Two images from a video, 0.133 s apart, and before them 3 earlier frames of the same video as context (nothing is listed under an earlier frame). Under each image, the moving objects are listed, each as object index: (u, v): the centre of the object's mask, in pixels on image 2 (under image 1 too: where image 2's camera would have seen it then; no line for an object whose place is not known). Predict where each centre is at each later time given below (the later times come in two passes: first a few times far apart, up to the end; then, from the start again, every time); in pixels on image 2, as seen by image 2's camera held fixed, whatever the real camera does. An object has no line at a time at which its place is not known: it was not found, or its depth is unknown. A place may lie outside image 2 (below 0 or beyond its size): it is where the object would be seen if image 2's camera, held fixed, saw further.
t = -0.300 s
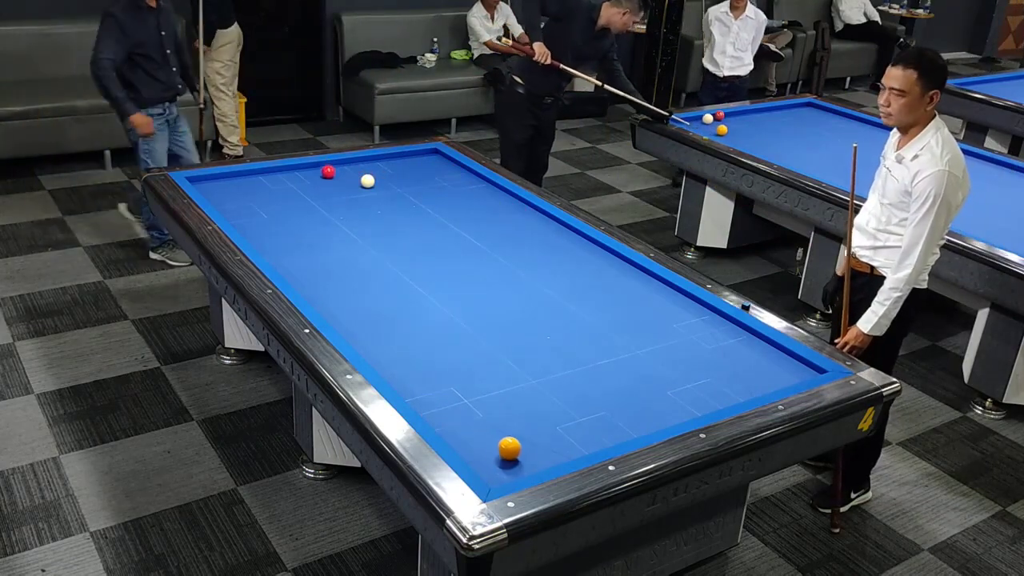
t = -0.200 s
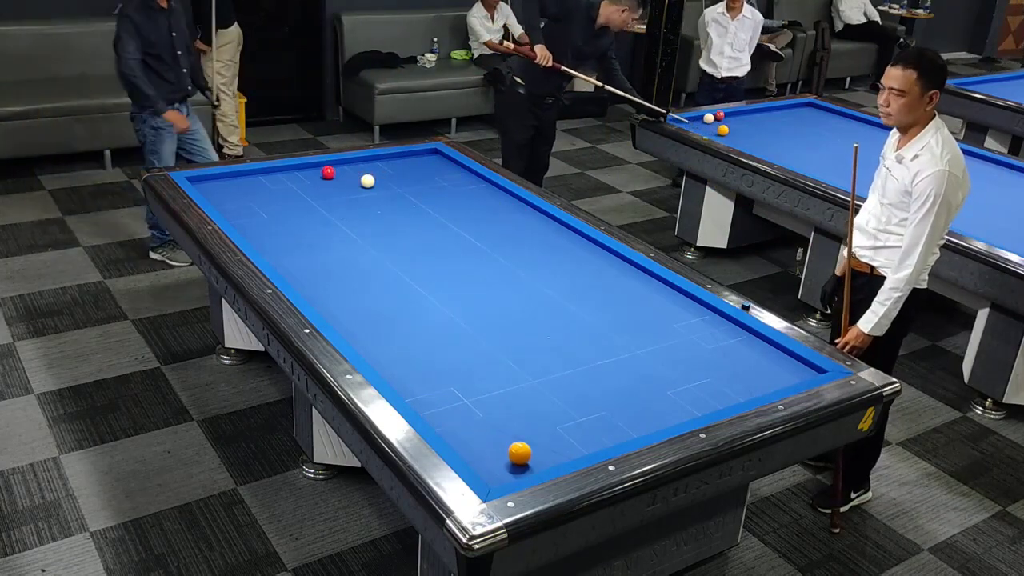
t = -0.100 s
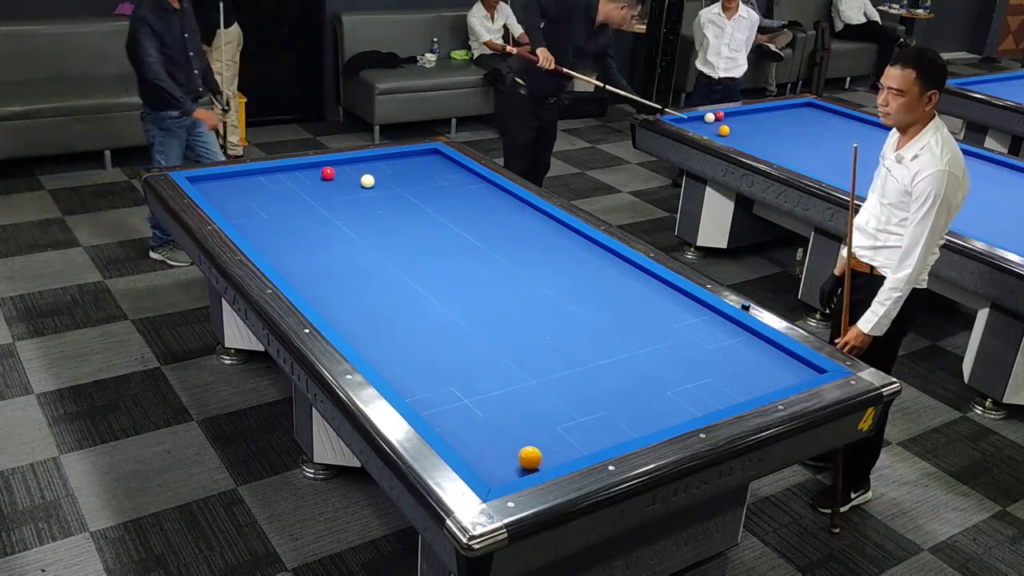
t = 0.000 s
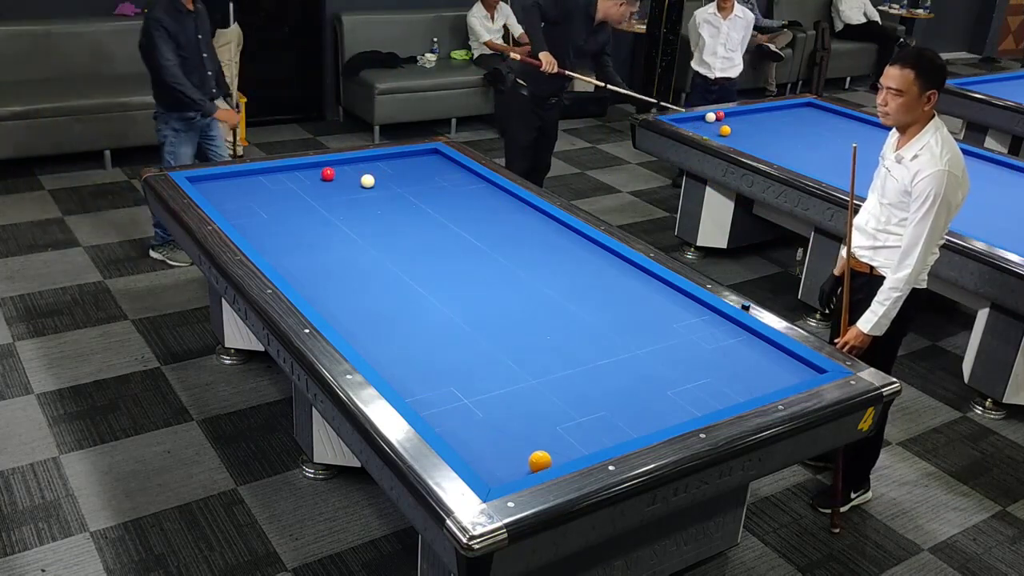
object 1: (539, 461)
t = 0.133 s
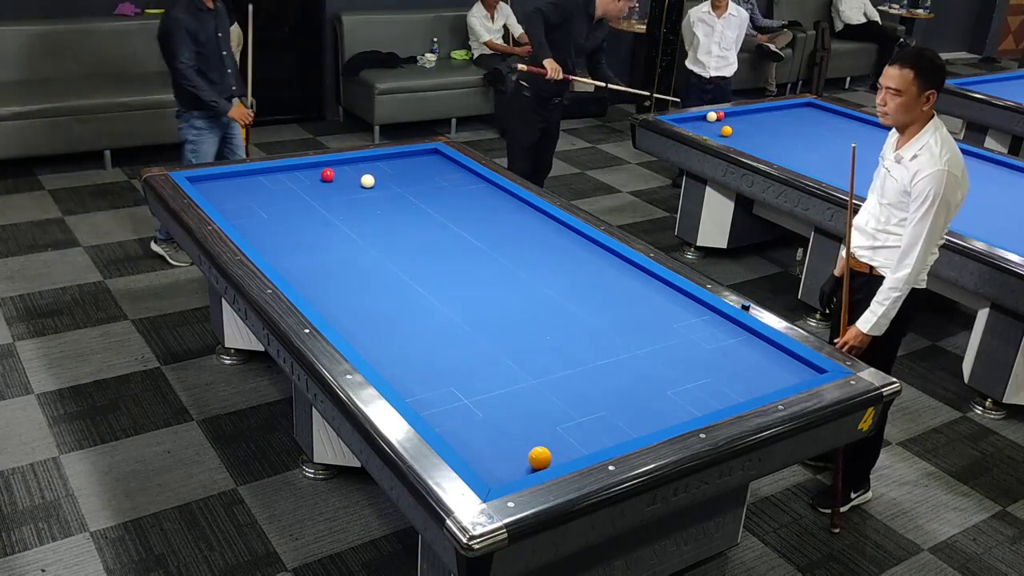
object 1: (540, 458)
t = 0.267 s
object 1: (538, 453)
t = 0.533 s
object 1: (534, 443)
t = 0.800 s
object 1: (531, 434)
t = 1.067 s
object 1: (527, 426)
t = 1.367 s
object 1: (524, 418)
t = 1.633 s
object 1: (521, 411)
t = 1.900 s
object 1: (519, 405)
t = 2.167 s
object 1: (517, 400)
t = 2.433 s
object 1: (515, 396)
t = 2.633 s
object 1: (514, 394)
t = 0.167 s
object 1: (539, 457)
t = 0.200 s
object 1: (538, 455)
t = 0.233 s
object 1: (538, 454)
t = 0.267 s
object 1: (538, 453)
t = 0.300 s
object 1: (537, 452)
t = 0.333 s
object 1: (537, 451)
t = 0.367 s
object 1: (536, 449)
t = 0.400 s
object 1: (536, 448)
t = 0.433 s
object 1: (535, 447)
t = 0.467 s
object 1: (535, 445)
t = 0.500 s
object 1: (534, 444)
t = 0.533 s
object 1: (534, 443)
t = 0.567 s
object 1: (534, 442)
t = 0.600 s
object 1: (533, 441)
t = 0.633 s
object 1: (533, 440)
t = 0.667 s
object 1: (532, 439)
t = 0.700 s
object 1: (532, 438)
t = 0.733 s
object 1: (531, 437)
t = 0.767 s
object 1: (531, 435)
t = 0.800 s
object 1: (531, 434)
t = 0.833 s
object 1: (530, 433)
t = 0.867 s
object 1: (530, 432)
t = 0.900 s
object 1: (529, 431)
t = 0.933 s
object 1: (529, 430)
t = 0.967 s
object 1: (529, 429)
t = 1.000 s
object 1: (528, 428)
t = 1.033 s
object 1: (528, 427)
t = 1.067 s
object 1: (527, 426)
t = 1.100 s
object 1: (527, 425)
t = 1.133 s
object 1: (527, 424)
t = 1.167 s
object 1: (526, 423)
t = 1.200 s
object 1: (526, 422)
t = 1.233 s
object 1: (526, 421)
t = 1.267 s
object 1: (525, 420)
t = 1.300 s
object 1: (525, 420)
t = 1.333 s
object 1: (525, 418)
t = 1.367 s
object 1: (524, 418)
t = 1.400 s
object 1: (524, 417)
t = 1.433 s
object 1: (523, 416)
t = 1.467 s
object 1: (523, 415)
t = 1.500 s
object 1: (523, 415)
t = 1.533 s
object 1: (522, 414)
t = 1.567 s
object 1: (522, 413)
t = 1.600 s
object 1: (522, 412)
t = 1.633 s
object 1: (521, 411)
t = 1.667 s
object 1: (521, 410)
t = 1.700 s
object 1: (521, 410)
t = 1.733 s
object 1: (521, 409)
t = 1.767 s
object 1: (520, 408)
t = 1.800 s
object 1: (520, 408)
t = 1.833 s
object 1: (520, 407)
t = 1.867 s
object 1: (519, 406)
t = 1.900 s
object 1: (519, 405)
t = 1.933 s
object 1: (519, 405)
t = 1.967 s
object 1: (519, 404)
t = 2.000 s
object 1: (518, 404)
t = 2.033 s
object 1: (518, 403)
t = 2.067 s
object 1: (518, 403)
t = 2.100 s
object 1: (518, 402)
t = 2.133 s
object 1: (517, 401)
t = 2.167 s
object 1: (517, 400)
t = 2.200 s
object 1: (517, 400)
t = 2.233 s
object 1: (517, 399)
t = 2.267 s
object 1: (516, 399)
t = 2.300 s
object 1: (516, 398)
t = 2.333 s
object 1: (516, 398)
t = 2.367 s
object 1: (516, 397)
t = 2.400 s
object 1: (516, 397)
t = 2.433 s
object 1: (515, 396)
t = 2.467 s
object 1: (515, 396)
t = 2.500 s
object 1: (515, 395)
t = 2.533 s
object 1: (514, 395)
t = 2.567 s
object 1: (514, 394)
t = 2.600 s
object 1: (514, 394)
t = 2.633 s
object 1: (514, 394)
